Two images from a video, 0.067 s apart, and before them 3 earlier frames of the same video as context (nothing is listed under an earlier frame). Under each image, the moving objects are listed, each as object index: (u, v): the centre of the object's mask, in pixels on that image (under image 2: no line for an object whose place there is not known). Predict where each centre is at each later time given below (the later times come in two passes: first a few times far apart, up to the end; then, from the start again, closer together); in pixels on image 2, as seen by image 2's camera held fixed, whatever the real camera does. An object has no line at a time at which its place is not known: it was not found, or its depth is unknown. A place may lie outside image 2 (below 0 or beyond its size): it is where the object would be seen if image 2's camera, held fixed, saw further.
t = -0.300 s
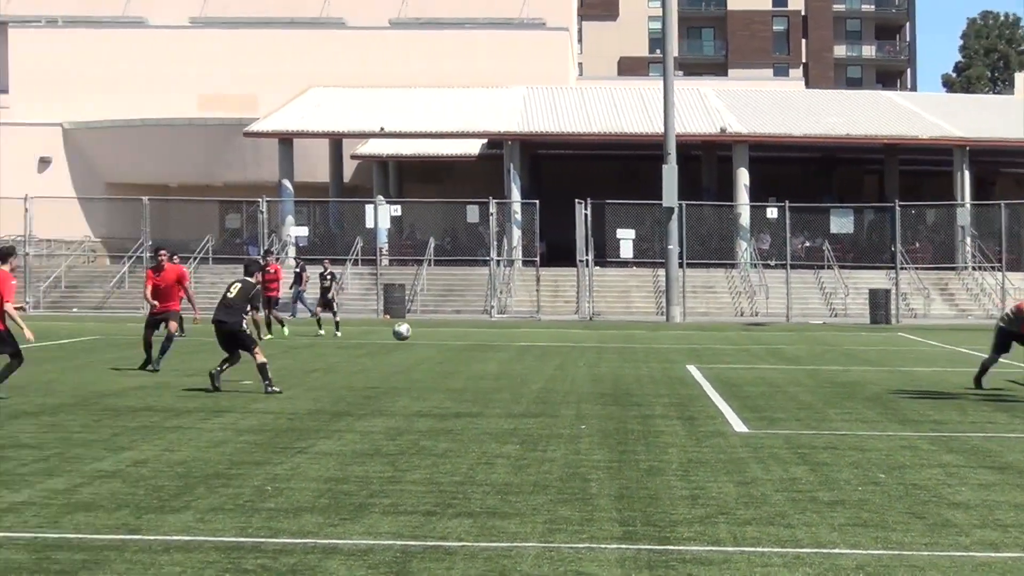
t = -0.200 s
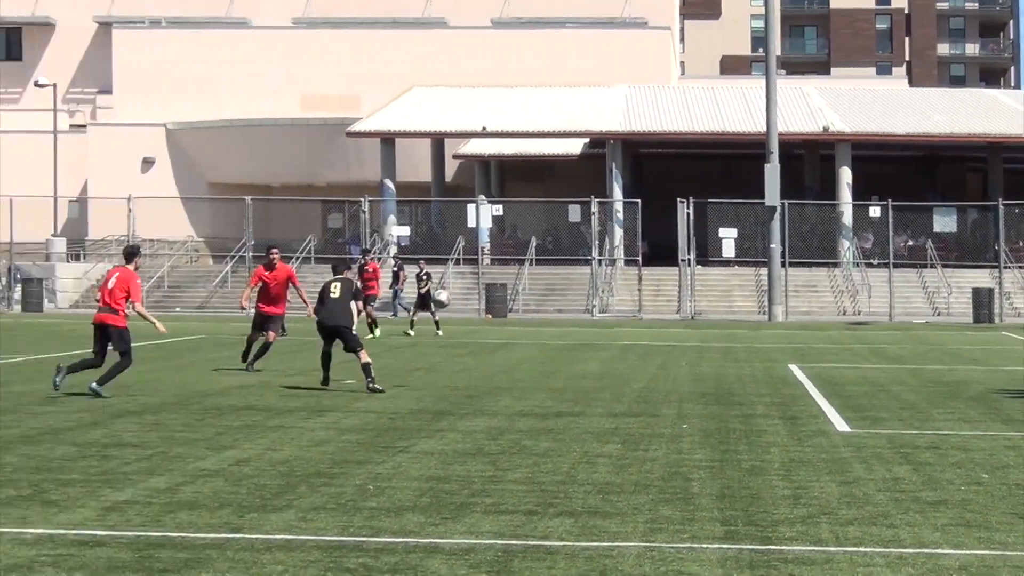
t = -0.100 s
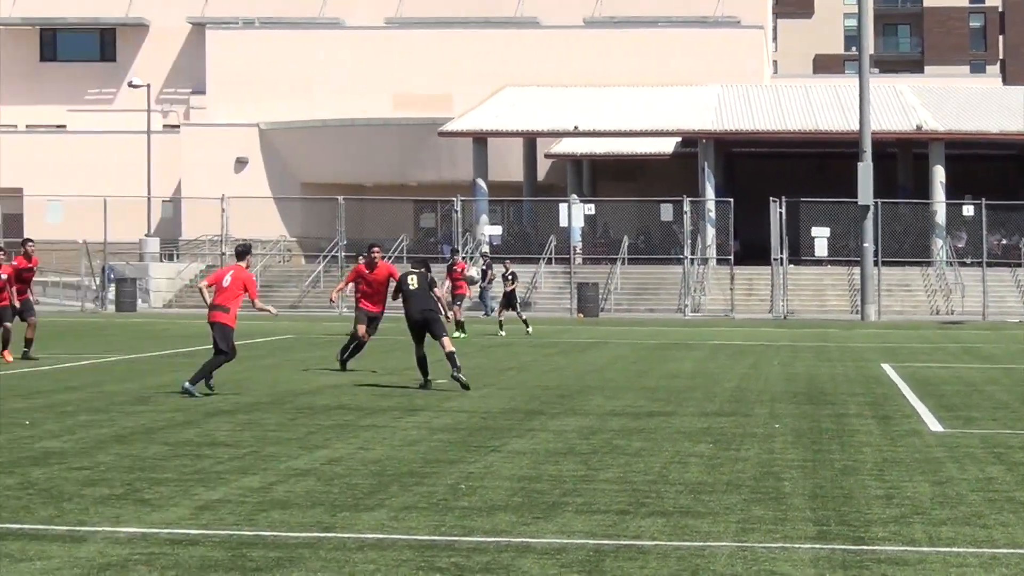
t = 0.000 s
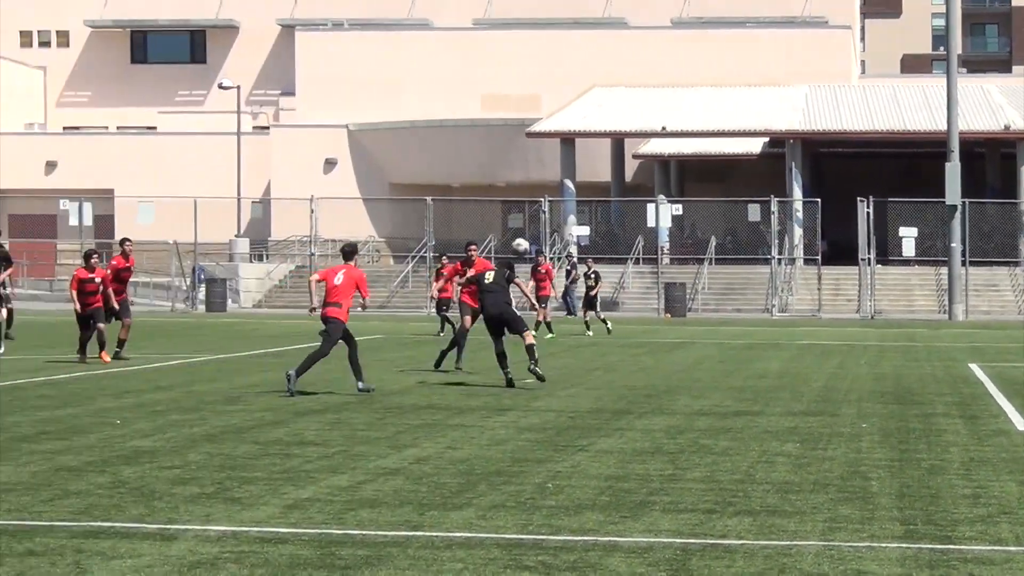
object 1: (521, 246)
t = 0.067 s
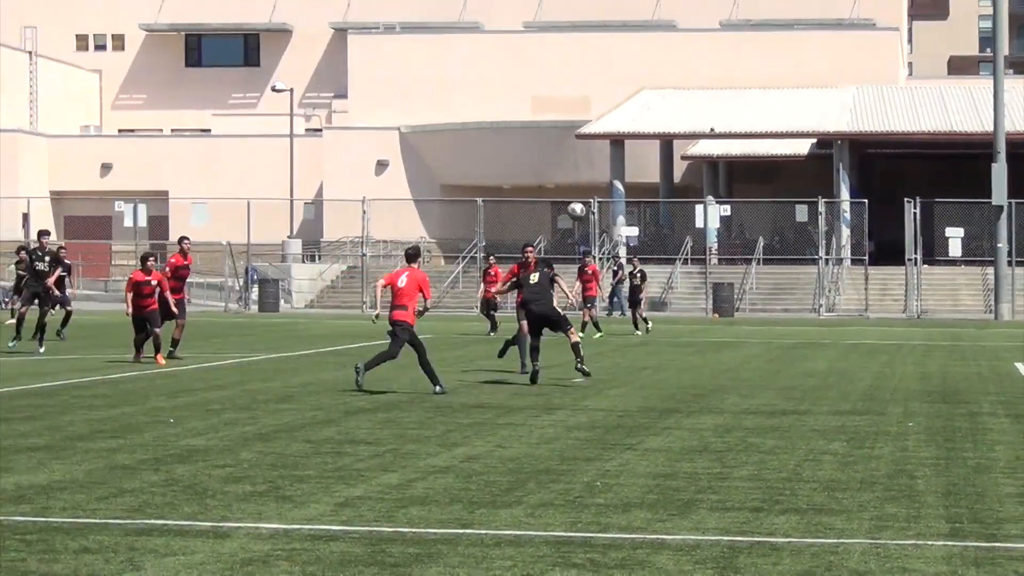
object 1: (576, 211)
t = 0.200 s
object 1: (585, 150)
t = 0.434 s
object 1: (600, 87)
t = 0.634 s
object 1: (612, 63)
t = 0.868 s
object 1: (624, 74)
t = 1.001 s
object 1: (631, 98)
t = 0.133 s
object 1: (581, 178)
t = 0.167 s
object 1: (583, 164)
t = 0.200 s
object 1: (585, 150)
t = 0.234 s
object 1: (588, 139)
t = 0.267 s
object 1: (590, 127)
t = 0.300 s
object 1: (592, 117)
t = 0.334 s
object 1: (594, 108)
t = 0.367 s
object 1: (596, 100)
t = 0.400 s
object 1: (599, 93)
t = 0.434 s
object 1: (600, 87)
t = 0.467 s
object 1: (602, 81)
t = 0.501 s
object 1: (604, 75)
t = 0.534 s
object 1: (606, 71)
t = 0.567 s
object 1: (609, 68)
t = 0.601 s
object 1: (610, 65)
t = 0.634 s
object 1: (612, 63)
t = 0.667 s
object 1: (614, 62)
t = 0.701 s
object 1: (616, 62)
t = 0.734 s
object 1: (617, 63)
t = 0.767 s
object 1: (619, 65)
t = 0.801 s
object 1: (621, 67)
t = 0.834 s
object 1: (622, 70)
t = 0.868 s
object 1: (624, 74)
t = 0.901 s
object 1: (626, 79)
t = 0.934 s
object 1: (627, 84)
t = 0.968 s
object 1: (629, 91)
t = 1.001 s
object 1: (631, 98)
